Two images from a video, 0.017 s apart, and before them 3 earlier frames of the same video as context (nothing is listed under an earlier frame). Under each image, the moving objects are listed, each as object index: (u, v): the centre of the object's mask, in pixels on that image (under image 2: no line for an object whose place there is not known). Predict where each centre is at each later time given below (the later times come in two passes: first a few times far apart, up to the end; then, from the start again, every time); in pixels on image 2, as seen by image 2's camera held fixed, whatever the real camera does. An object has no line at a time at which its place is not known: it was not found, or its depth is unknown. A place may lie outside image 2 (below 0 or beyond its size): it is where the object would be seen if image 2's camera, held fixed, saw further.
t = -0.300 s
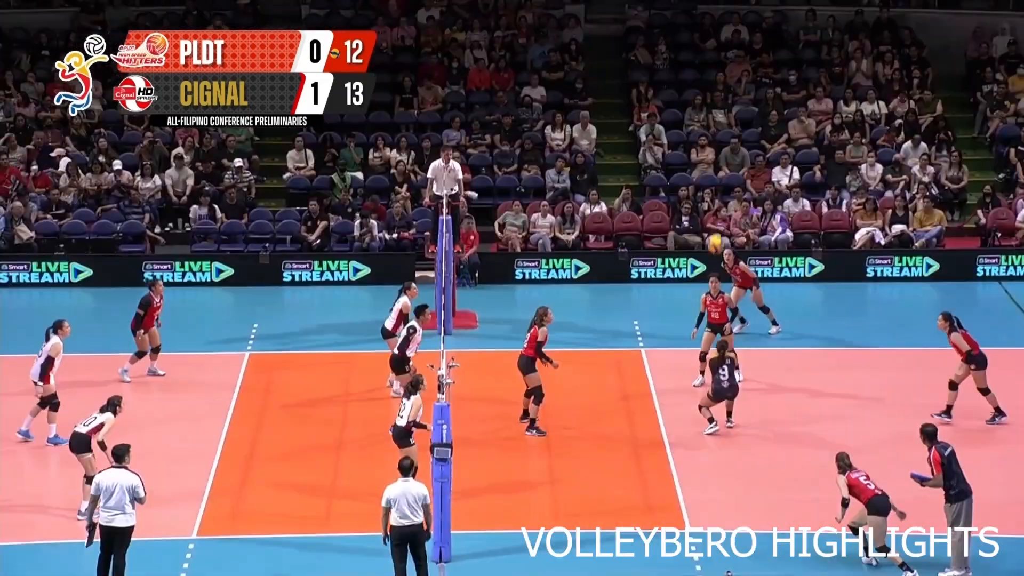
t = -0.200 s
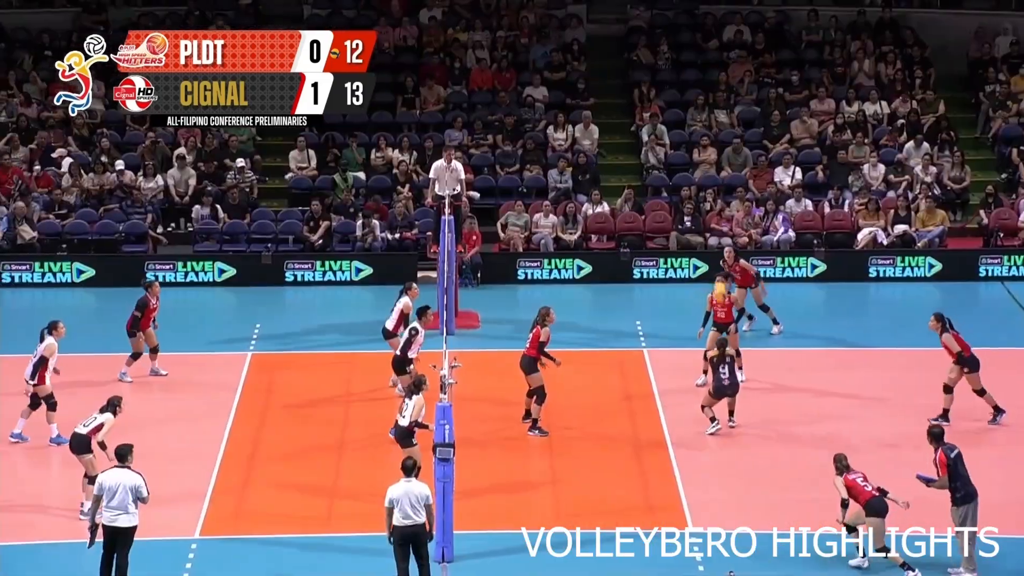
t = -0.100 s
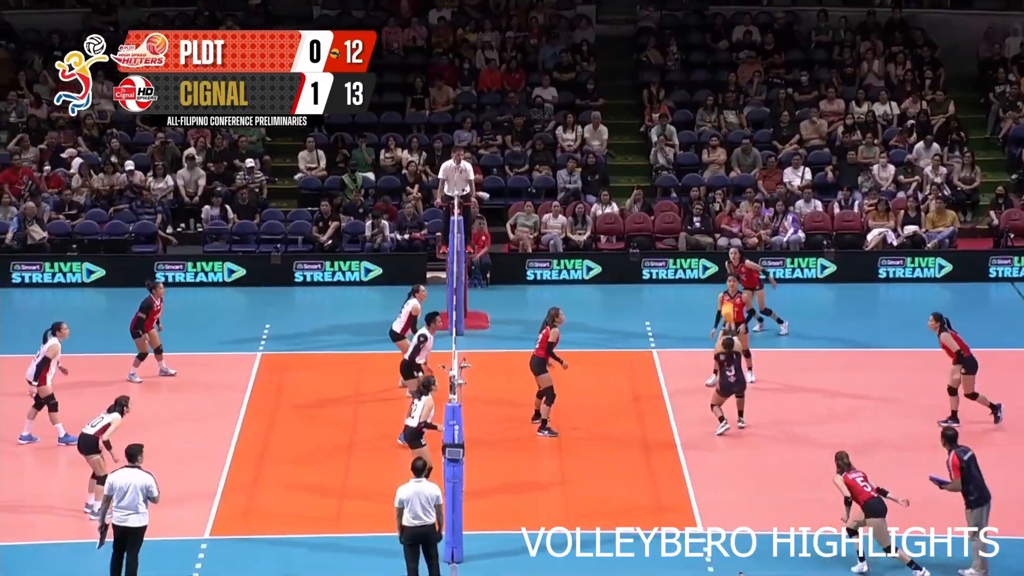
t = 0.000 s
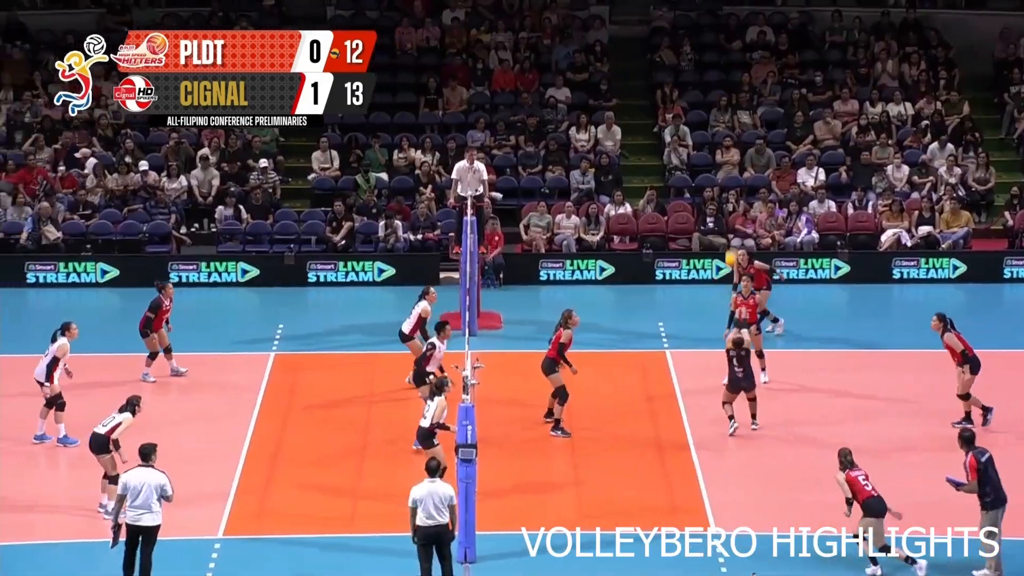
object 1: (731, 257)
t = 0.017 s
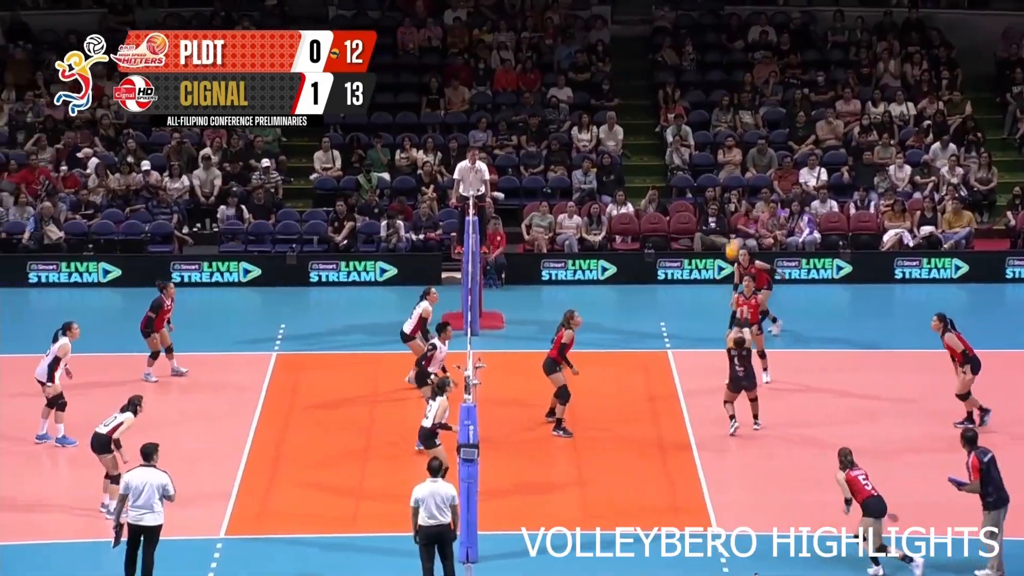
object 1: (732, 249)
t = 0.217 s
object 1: (712, 163)
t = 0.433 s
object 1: (690, 103)
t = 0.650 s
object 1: (667, 78)
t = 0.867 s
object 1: (644, 90)
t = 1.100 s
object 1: (620, 143)
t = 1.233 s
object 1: (606, 192)
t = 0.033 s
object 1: (731, 241)
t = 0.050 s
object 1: (729, 233)
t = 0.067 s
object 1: (728, 225)
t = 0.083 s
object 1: (726, 217)
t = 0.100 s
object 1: (724, 210)
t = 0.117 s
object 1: (722, 202)
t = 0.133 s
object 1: (720, 196)
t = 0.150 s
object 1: (718, 189)
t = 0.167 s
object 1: (717, 181)
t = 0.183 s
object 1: (715, 175)
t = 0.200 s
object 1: (714, 169)
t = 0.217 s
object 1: (712, 163)
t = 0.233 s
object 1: (710, 158)
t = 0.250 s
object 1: (709, 152)
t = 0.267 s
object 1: (707, 146)
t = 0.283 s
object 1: (705, 141)
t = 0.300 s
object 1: (704, 136)
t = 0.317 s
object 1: (702, 131)
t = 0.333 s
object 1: (700, 127)
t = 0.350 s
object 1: (699, 122)
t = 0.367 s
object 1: (697, 118)
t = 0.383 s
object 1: (695, 114)
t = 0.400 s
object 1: (694, 110)
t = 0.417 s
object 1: (691, 106)
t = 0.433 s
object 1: (690, 103)
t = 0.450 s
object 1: (688, 100)
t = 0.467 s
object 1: (686, 97)
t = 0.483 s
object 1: (685, 94)
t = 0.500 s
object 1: (683, 92)
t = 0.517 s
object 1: (681, 90)
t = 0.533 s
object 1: (680, 87)
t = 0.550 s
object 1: (678, 85)
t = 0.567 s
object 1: (676, 83)
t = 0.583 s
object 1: (674, 82)
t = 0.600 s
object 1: (672, 81)
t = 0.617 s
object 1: (670, 80)
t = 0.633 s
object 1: (668, 79)
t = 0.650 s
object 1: (667, 78)
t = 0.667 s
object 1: (665, 78)
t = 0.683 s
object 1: (663, 78)
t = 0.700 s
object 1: (661, 78)
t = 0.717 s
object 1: (660, 78)
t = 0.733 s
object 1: (658, 78)
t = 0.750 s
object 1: (656, 79)
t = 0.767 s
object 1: (654, 80)
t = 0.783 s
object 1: (653, 81)
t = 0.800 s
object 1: (651, 82)
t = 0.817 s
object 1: (649, 84)
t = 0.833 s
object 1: (647, 86)
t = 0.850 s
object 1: (645, 88)
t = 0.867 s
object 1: (644, 90)
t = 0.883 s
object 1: (642, 92)
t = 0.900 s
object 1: (640, 95)
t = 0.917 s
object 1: (639, 97)
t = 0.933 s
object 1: (637, 101)
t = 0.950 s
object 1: (635, 104)
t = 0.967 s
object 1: (633, 107)
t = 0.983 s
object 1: (632, 111)
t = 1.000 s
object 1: (630, 115)
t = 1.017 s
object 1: (628, 119)
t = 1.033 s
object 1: (627, 123)
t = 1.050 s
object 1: (625, 128)
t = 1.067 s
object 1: (623, 133)
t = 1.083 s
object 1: (622, 137)
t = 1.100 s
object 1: (620, 143)
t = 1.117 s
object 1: (619, 148)
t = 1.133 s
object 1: (616, 154)
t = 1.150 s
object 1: (614, 160)
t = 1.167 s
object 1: (613, 166)
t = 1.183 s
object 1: (611, 172)
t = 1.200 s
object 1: (609, 178)
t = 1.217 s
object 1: (608, 185)
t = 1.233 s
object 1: (606, 192)
